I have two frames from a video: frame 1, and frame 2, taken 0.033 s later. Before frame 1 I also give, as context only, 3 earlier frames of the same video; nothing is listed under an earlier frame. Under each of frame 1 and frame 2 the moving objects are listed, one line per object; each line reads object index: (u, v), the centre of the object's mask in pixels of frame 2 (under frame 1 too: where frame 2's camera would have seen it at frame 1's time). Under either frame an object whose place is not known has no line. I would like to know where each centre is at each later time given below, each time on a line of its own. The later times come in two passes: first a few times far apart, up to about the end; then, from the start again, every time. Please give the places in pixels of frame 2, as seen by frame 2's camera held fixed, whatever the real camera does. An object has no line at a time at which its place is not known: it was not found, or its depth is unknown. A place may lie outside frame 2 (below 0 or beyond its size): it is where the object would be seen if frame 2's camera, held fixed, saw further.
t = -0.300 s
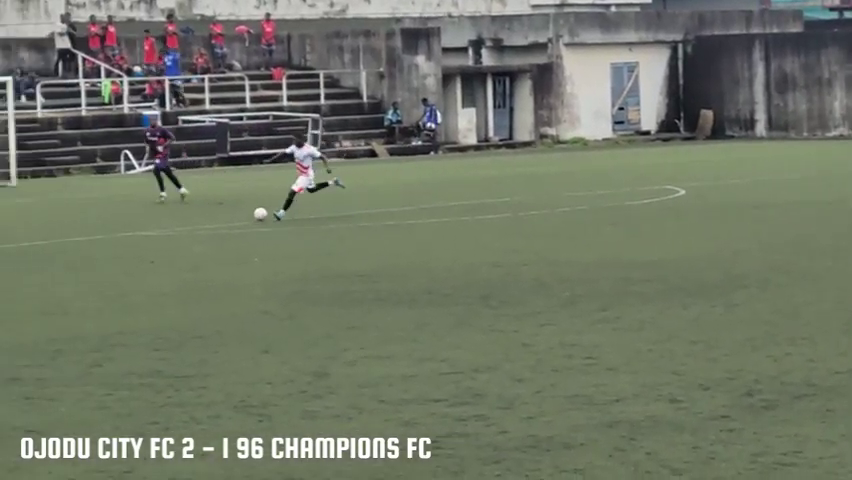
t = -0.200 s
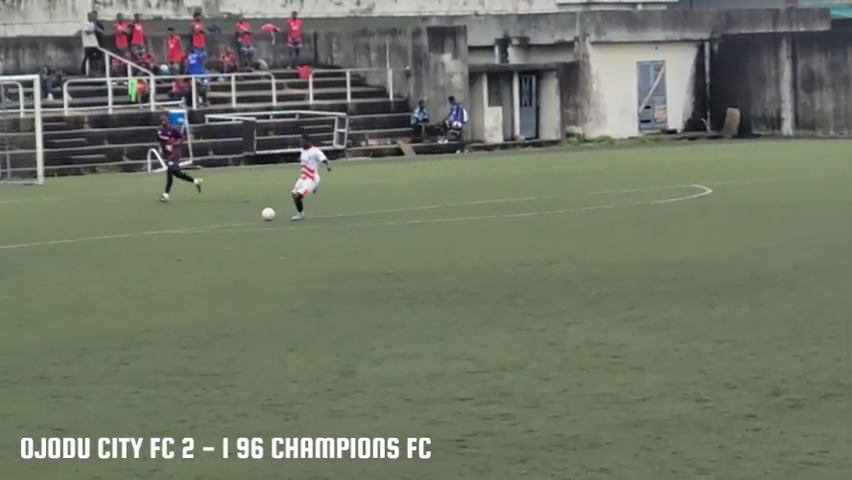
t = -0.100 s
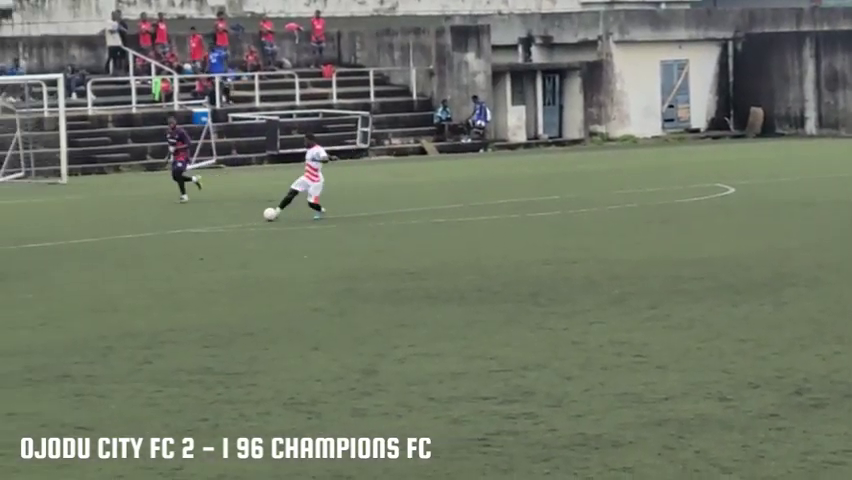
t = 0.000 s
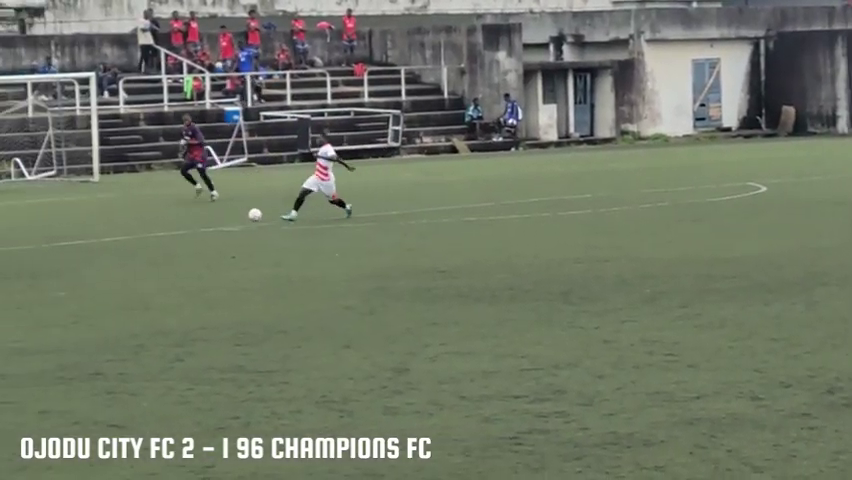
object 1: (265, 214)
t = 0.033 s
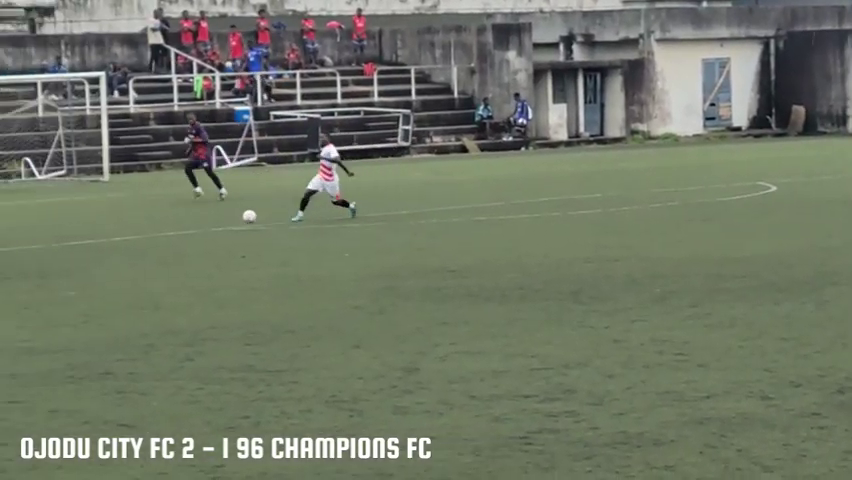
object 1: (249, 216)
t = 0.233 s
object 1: (154, 236)
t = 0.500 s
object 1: (27, 260)
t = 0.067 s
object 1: (233, 219)
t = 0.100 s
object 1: (217, 223)
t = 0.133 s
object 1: (202, 227)
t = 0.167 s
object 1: (186, 232)
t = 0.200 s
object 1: (170, 235)
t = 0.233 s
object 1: (154, 236)
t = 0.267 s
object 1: (139, 237)
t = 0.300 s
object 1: (123, 239)
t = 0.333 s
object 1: (107, 242)
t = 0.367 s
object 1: (91, 246)
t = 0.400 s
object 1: (75, 250)
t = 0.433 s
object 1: (58, 257)
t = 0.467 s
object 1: (43, 260)
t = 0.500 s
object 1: (27, 260)
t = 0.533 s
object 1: (10, 262)
